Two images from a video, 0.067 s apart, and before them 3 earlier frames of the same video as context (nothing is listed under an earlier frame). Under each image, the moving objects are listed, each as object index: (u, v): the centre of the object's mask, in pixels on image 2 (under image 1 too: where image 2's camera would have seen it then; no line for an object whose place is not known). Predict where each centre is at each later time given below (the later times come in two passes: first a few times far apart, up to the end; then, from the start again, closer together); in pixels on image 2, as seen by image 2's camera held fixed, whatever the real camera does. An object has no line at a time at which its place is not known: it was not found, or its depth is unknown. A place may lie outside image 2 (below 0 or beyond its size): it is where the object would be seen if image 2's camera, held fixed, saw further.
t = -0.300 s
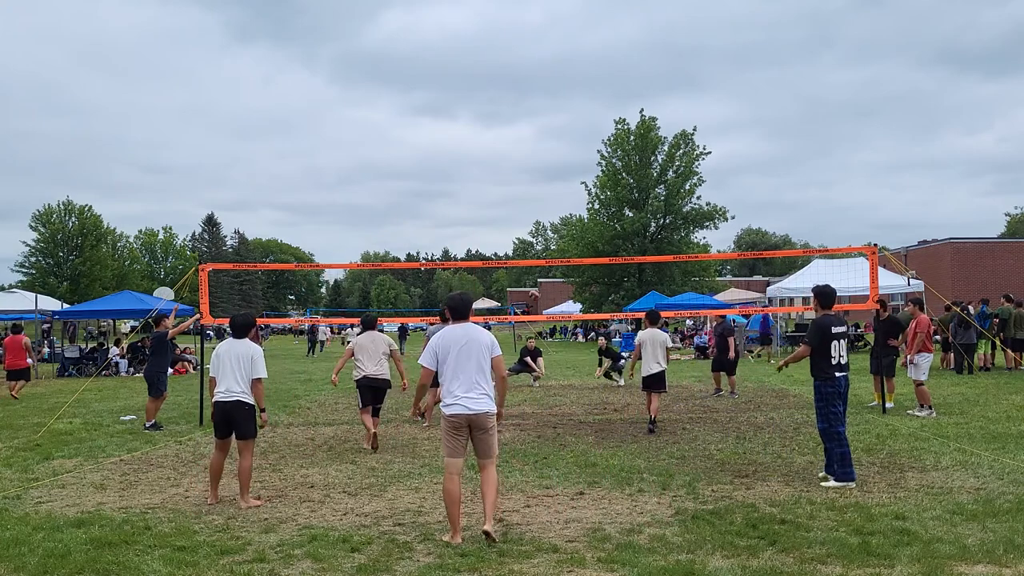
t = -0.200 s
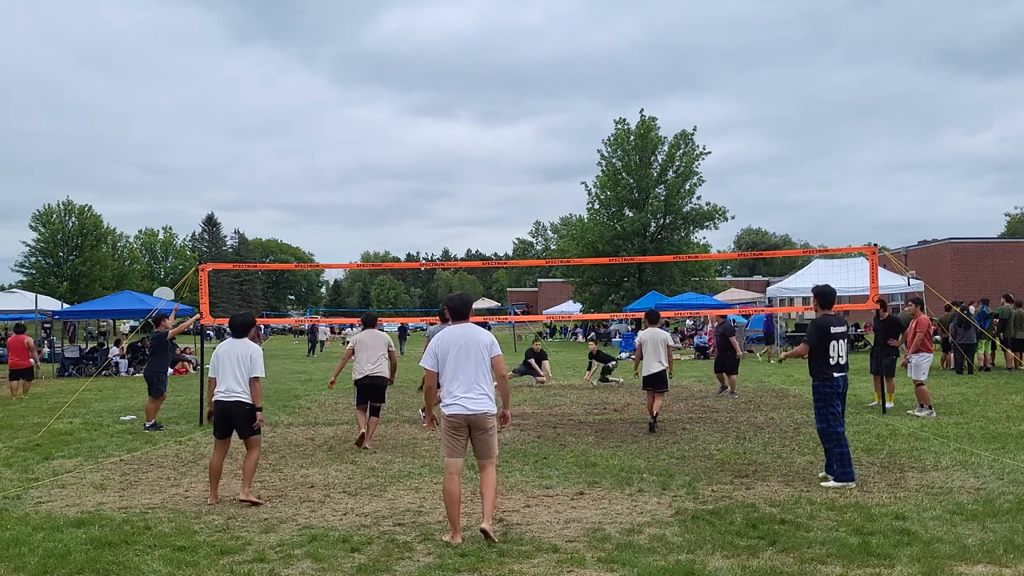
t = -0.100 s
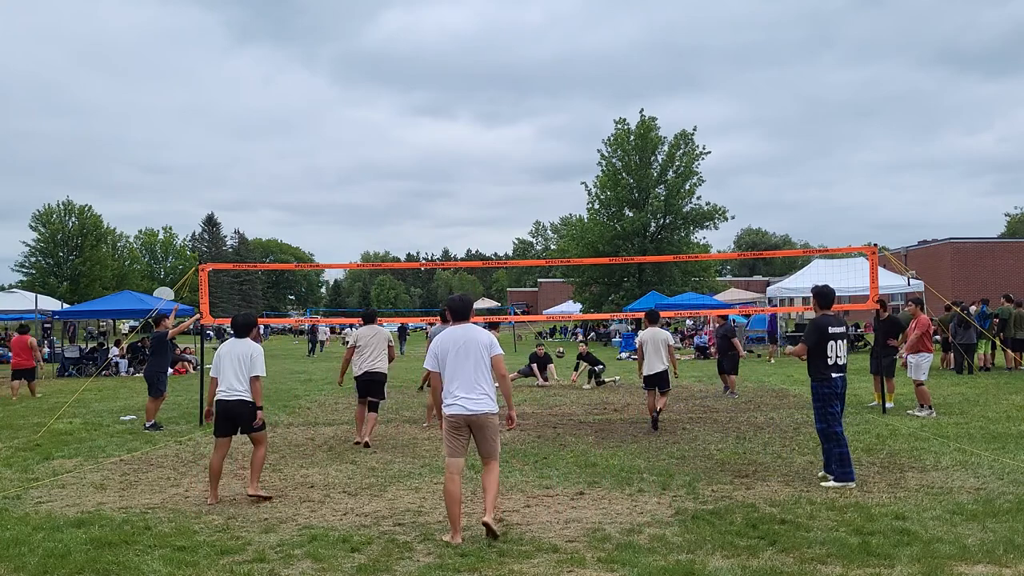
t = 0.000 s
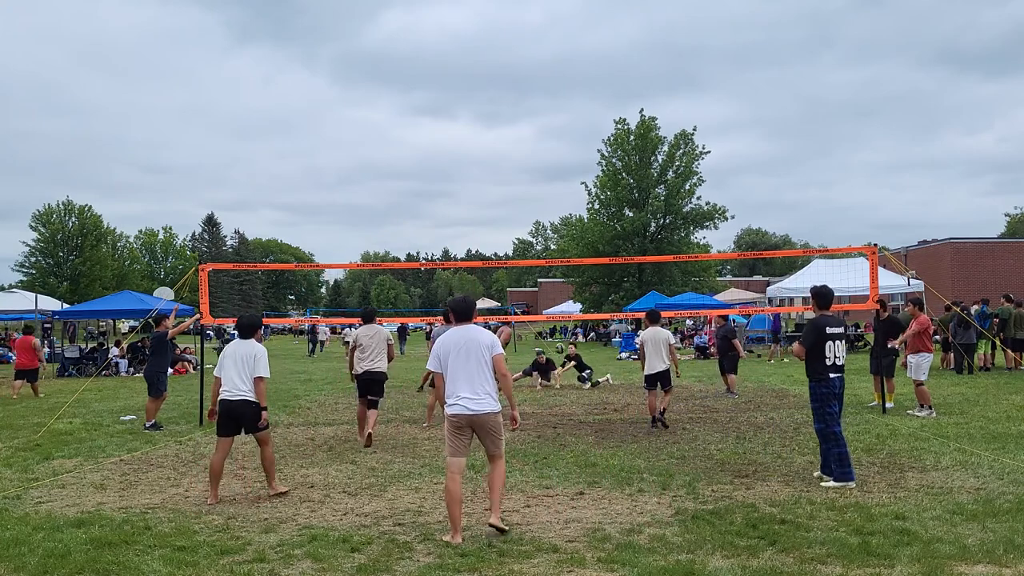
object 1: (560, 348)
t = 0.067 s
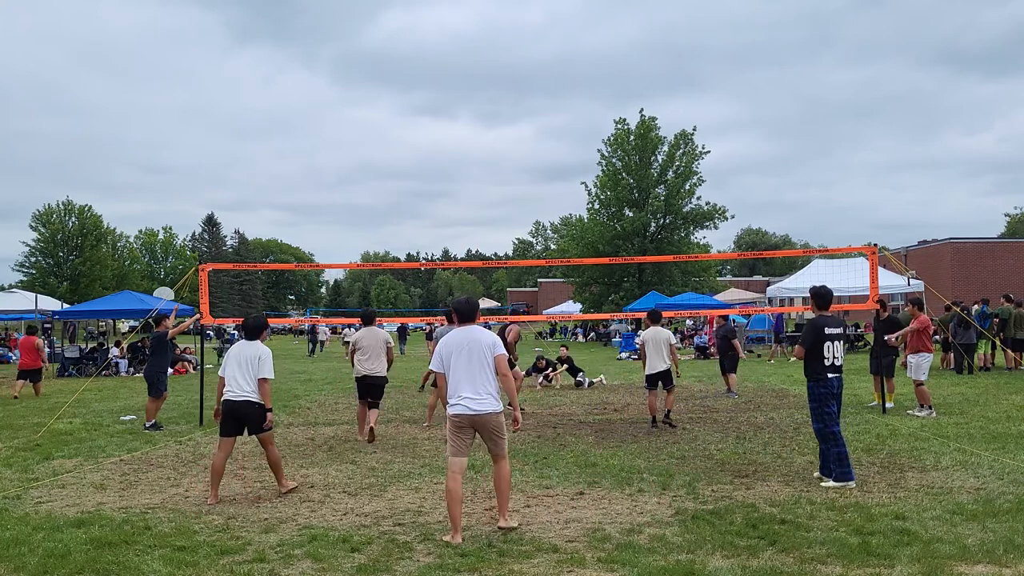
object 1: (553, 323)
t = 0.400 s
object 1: (520, 215)
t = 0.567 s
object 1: (504, 179)
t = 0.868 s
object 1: (477, 147)
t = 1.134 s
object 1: (453, 156)
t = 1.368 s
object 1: (430, 198)
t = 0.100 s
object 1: (549, 309)
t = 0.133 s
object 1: (546, 297)
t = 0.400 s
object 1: (520, 215)
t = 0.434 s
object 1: (517, 208)
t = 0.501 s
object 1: (510, 193)
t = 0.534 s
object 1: (507, 186)
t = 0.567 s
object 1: (504, 179)
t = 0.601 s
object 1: (501, 174)
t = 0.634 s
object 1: (498, 169)
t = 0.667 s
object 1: (495, 164)
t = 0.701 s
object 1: (492, 160)
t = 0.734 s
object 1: (489, 156)
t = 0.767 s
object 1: (486, 153)
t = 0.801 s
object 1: (483, 150)
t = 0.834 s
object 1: (480, 148)
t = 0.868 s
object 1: (477, 147)
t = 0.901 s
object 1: (474, 146)
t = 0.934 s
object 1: (471, 146)
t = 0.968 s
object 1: (468, 146)
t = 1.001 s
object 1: (465, 147)
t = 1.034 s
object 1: (462, 148)
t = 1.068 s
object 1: (459, 150)
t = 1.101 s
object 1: (456, 153)
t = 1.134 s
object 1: (453, 156)
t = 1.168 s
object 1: (450, 161)
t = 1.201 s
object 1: (447, 165)
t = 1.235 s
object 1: (443, 170)
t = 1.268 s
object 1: (440, 176)
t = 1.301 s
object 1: (437, 183)
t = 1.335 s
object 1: (434, 190)
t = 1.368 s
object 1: (430, 198)
